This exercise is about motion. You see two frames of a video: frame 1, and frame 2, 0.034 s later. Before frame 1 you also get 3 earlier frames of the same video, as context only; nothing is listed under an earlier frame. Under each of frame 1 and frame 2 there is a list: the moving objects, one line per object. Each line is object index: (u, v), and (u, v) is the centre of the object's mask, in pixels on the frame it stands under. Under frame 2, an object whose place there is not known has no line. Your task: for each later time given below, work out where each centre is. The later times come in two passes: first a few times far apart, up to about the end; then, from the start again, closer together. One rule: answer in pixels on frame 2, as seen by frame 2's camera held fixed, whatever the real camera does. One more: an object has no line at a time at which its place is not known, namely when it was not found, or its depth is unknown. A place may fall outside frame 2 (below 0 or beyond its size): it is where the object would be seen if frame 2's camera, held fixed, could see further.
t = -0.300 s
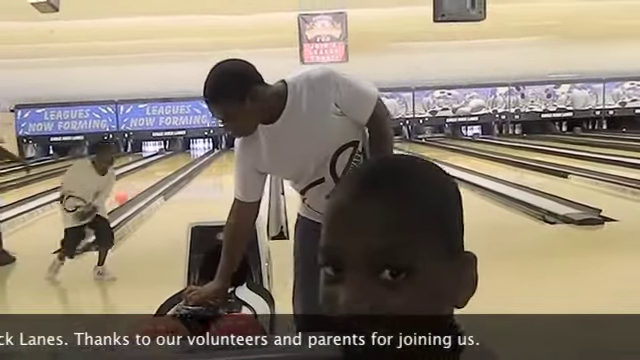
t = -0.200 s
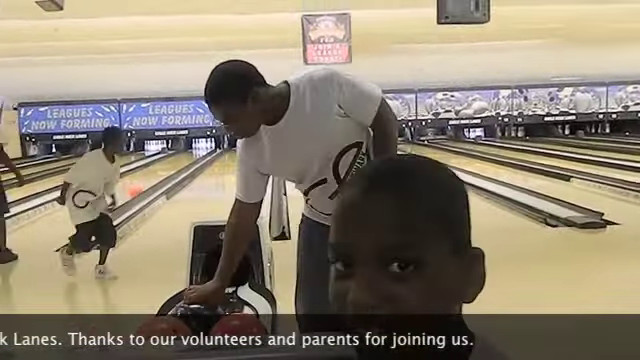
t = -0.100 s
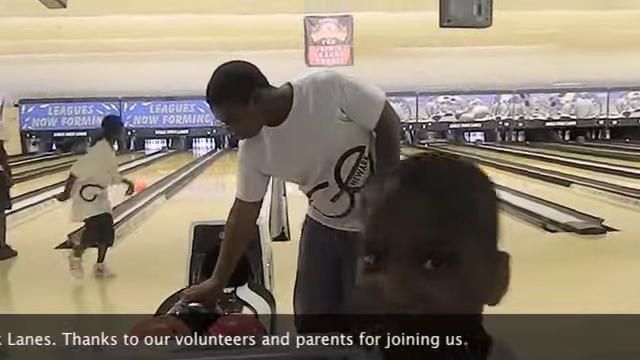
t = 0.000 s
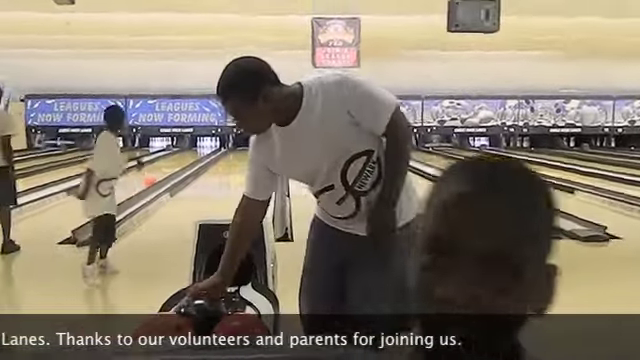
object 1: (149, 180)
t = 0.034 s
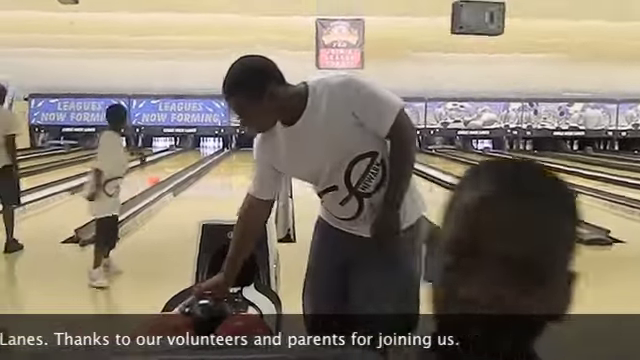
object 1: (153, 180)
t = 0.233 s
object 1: (159, 175)
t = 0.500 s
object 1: (169, 171)
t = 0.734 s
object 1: (174, 165)
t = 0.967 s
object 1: (182, 159)
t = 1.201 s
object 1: (186, 157)
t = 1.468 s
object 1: (192, 153)
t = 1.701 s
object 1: (195, 151)
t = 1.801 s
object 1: (197, 150)
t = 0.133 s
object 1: (157, 176)
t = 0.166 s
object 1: (158, 177)
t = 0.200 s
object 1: (159, 176)
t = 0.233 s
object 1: (159, 175)
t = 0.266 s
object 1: (160, 175)
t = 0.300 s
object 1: (161, 173)
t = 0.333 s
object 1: (162, 173)
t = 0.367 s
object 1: (162, 173)
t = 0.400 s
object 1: (165, 172)
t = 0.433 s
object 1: (167, 172)
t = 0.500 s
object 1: (169, 171)
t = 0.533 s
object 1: (170, 170)
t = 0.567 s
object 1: (171, 167)
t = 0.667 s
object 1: (174, 165)
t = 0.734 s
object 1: (174, 165)
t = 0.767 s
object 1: (177, 164)
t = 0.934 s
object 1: (182, 159)
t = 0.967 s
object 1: (182, 159)
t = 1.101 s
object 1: (184, 158)
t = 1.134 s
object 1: (184, 157)
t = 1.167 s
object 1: (185, 157)
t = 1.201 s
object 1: (186, 157)
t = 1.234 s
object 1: (187, 157)
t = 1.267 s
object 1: (188, 156)
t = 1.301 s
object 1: (188, 156)
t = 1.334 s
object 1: (188, 155)
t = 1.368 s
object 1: (188, 155)
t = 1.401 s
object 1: (191, 154)
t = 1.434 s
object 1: (190, 154)
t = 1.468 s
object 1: (192, 153)
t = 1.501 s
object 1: (192, 153)
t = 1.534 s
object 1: (193, 152)
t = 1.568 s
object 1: (193, 152)
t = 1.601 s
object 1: (193, 152)
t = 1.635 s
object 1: (194, 152)
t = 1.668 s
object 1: (195, 151)
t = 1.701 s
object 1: (195, 151)
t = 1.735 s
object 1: (195, 151)
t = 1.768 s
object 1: (195, 151)
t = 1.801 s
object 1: (197, 150)
